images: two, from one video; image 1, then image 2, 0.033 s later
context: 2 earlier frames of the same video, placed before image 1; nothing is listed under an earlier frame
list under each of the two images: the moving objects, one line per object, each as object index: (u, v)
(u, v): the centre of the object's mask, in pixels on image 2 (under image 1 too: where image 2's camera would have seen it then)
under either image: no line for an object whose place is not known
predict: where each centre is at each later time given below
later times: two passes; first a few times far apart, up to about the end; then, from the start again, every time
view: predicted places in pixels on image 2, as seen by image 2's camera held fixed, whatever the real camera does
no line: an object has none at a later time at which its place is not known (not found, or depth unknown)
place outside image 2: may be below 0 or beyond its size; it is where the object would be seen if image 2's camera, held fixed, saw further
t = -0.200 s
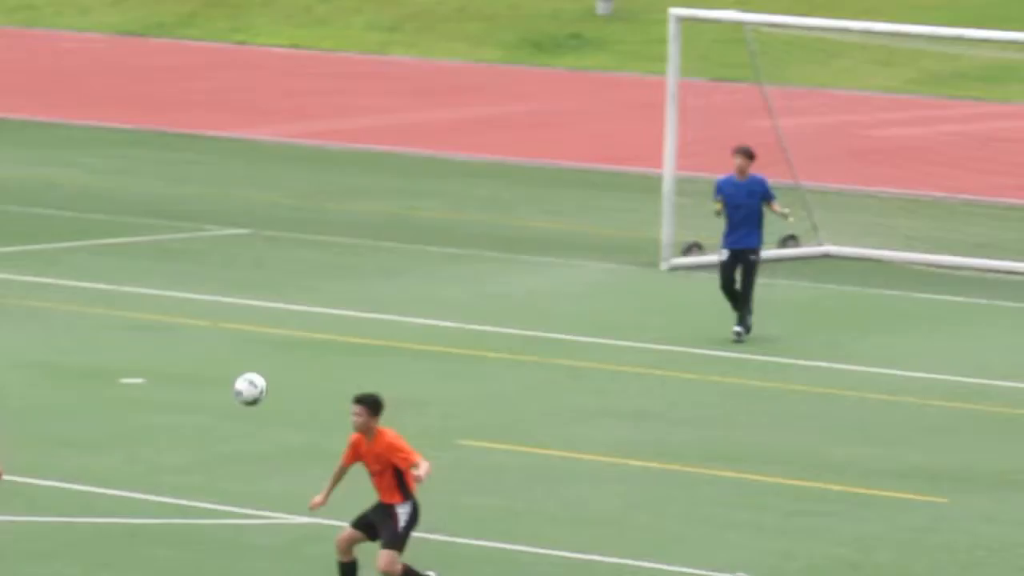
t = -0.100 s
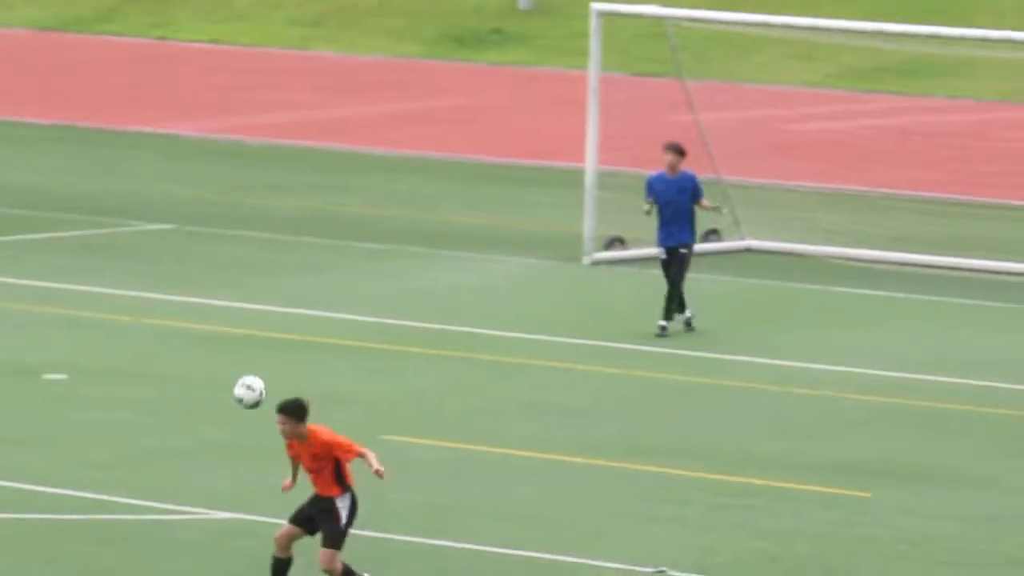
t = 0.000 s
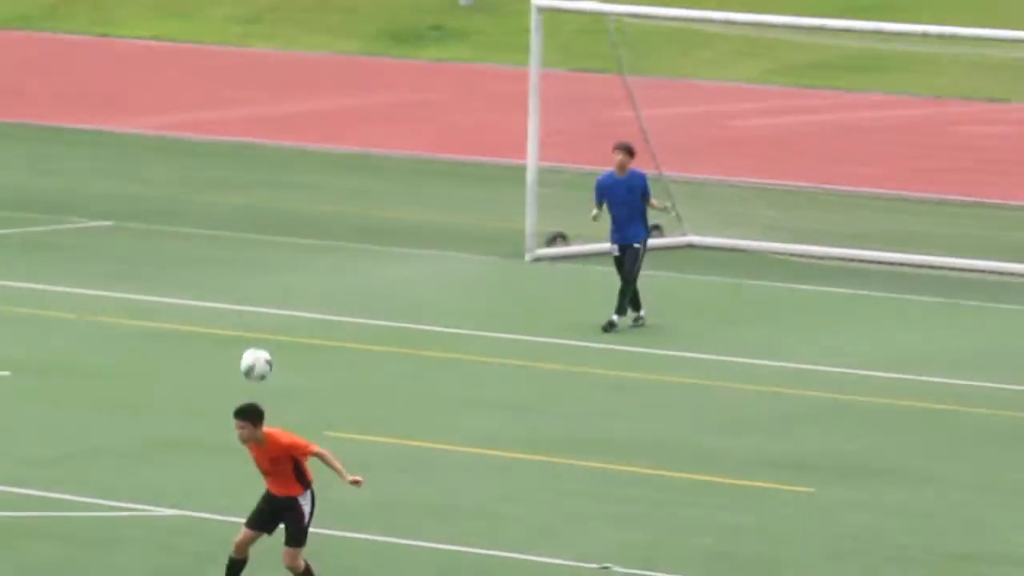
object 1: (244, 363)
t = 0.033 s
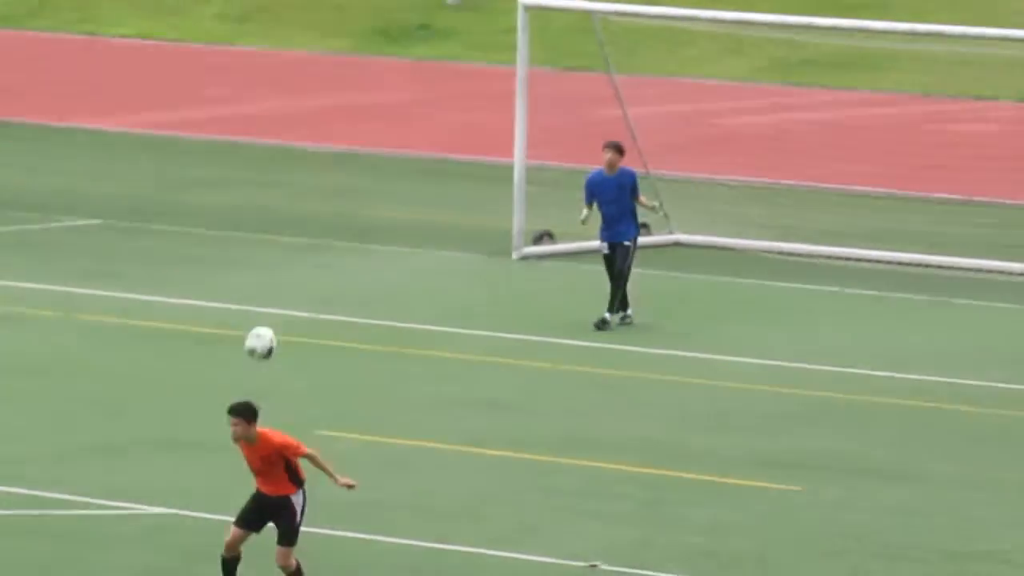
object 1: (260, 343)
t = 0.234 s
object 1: (368, 264)
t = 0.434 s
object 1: (473, 242)
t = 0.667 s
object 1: (592, 290)
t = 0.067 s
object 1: (279, 326)
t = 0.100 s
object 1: (297, 311)
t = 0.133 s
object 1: (315, 297)
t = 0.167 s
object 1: (332, 285)
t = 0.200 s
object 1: (349, 273)
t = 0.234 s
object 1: (368, 264)
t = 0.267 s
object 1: (385, 257)
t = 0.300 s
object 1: (401, 251)
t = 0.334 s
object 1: (419, 246)
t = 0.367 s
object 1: (436, 243)
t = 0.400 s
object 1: (454, 242)
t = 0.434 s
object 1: (473, 242)
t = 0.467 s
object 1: (488, 245)
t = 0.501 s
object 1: (505, 248)
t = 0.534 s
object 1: (522, 252)
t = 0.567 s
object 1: (540, 259)
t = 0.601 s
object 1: (559, 268)
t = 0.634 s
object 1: (575, 279)
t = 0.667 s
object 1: (592, 290)
